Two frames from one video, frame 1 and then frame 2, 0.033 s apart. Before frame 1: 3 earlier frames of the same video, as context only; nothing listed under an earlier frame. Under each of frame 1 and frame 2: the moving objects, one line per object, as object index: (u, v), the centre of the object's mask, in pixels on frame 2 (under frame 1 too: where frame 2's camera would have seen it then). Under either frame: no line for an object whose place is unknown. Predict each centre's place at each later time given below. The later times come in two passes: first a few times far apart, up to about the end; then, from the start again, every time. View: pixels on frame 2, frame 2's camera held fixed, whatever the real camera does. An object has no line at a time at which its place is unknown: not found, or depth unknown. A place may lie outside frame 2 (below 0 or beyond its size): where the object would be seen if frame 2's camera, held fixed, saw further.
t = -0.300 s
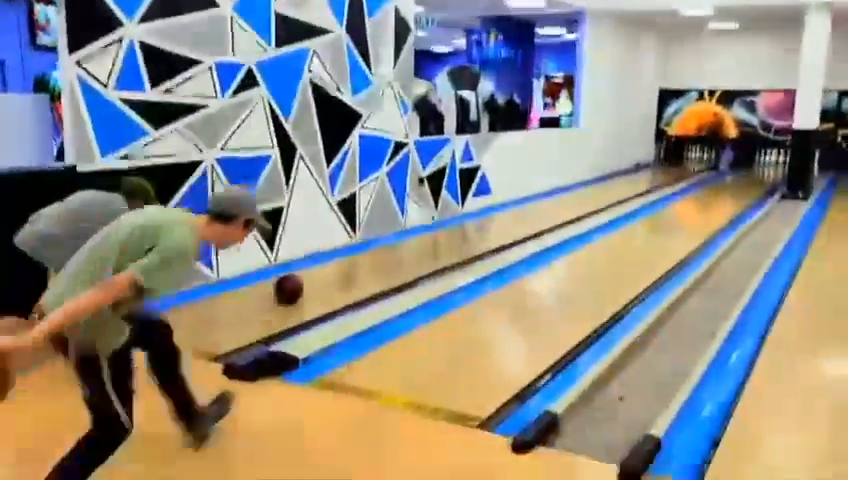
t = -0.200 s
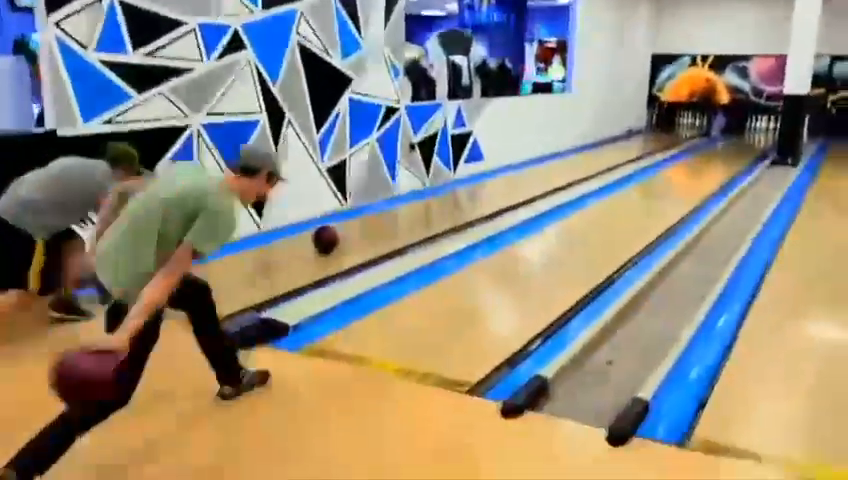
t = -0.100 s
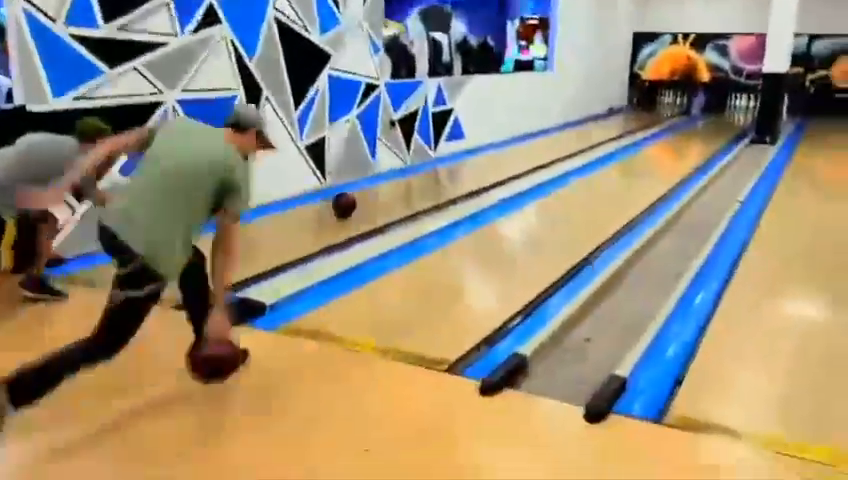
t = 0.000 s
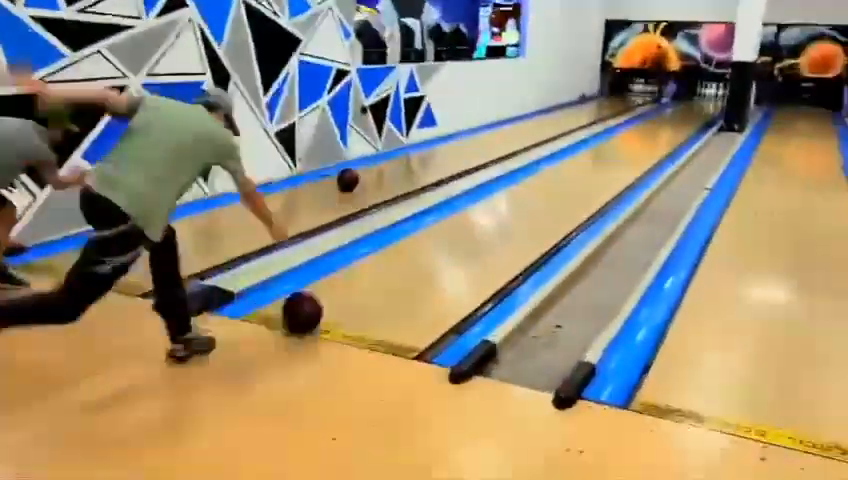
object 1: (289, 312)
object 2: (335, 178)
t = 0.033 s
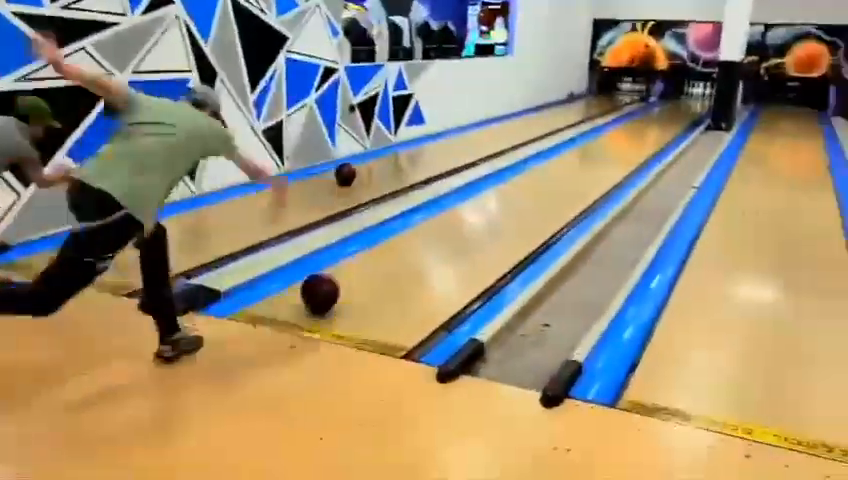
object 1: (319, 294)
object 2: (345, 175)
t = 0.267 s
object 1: (459, 220)
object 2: (399, 155)
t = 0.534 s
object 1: (544, 176)
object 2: (444, 138)
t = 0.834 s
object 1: (596, 149)
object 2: (482, 126)
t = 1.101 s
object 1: (629, 132)
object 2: (508, 117)
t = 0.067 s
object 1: (346, 279)
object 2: (354, 171)
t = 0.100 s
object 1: (370, 267)
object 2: (363, 168)
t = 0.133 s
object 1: (391, 255)
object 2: (370, 165)
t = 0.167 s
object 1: (410, 245)
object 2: (378, 162)
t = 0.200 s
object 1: (428, 235)
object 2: (385, 159)
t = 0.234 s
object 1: (444, 227)
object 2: (392, 157)
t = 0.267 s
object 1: (459, 220)
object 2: (399, 155)
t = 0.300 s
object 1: (473, 212)
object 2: (405, 152)
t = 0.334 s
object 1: (485, 206)
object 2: (411, 150)
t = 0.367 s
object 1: (497, 200)
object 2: (417, 148)
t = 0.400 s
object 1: (508, 194)
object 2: (423, 146)
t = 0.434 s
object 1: (518, 189)
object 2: (429, 144)
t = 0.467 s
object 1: (527, 184)
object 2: (434, 142)
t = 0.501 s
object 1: (536, 180)
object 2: (439, 140)
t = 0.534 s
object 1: (544, 176)
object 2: (444, 138)
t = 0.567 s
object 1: (551, 172)
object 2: (449, 137)
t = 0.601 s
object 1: (558, 169)
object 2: (454, 135)
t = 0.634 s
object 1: (565, 166)
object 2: (457, 134)
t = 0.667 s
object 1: (571, 162)
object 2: (462, 133)
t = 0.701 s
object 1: (577, 159)
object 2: (466, 131)
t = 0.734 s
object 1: (582, 156)
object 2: (470, 130)
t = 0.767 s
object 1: (587, 153)
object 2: (474, 129)
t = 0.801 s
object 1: (592, 151)
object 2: (478, 128)
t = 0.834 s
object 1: (596, 149)
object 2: (482, 126)
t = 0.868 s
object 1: (601, 146)
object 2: (485, 125)
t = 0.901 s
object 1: (605, 144)
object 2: (488, 124)
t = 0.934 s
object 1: (609, 142)
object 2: (491, 123)
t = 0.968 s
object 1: (613, 140)
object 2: (495, 121)
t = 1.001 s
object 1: (616, 138)
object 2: (497, 121)
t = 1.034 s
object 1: (620, 136)
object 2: (500, 120)
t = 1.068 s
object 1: (623, 135)
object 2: (503, 119)
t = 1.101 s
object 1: (629, 132)
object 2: (508, 117)
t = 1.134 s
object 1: (632, 131)
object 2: (510, 117)
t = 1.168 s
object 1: (635, 129)
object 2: (513, 115)
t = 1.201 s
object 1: (637, 128)
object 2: (515, 115)
